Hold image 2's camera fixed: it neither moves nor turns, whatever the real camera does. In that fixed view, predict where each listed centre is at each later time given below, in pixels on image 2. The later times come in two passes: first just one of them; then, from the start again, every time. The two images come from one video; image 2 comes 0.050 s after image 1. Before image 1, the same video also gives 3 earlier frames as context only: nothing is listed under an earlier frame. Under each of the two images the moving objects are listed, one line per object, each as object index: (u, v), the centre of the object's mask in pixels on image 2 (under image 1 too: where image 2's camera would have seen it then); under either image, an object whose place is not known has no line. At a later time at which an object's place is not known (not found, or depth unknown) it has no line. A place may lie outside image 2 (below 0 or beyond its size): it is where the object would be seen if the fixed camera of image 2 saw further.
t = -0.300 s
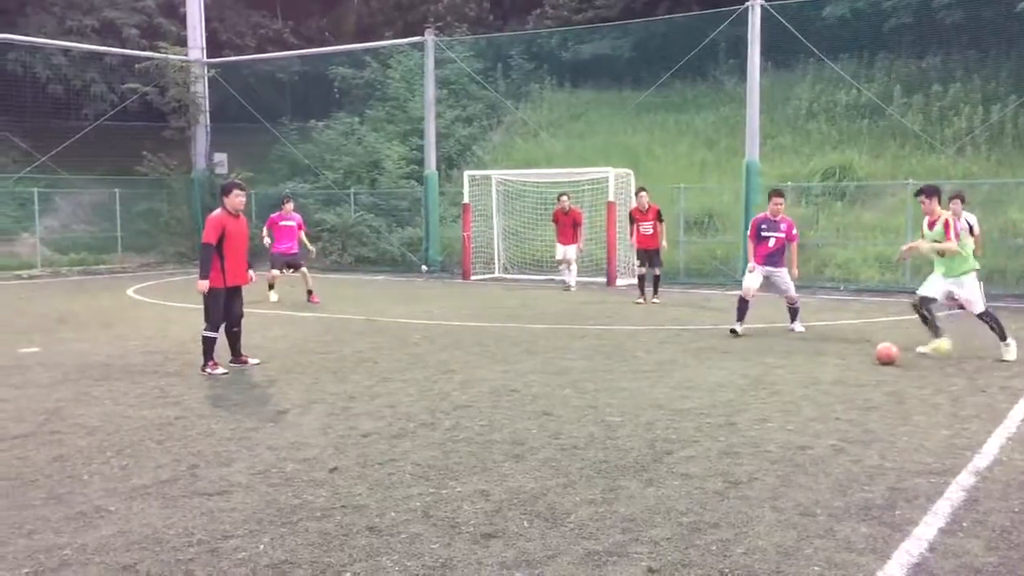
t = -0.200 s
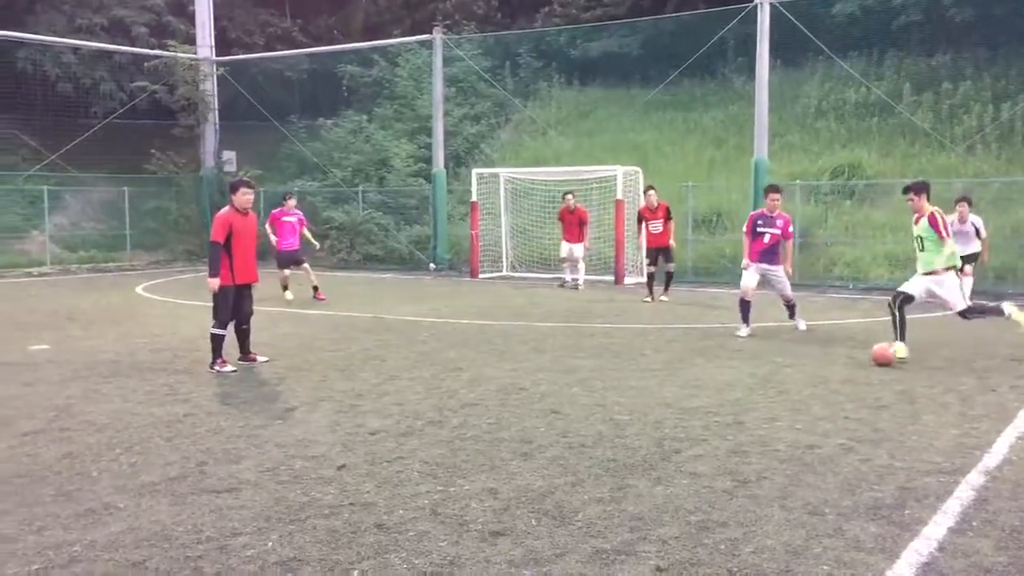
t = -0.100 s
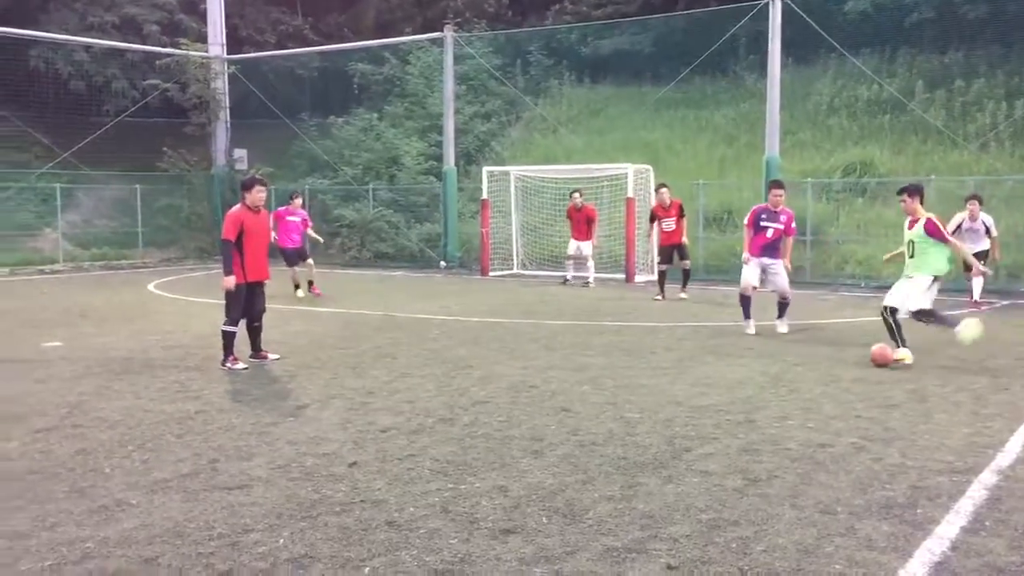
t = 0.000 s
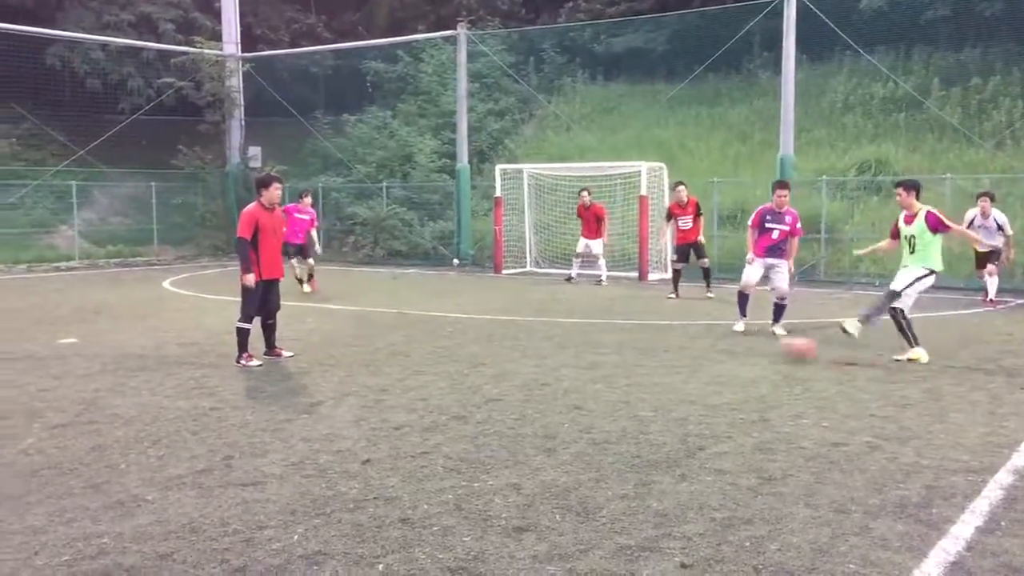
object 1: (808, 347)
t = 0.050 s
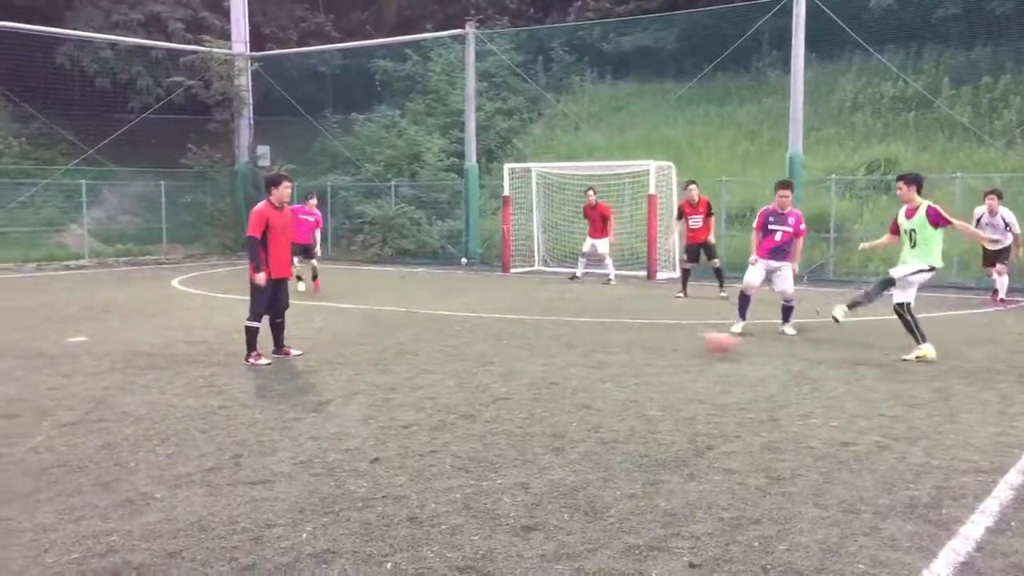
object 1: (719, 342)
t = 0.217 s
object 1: (478, 335)
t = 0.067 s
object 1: (692, 342)
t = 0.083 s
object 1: (665, 343)
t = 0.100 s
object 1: (637, 343)
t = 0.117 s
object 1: (613, 342)
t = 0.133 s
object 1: (591, 341)
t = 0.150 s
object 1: (564, 340)
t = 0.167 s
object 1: (541, 339)
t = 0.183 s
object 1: (520, 338)
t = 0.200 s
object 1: (500, 337)
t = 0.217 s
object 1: (478, 335)
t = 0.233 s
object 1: (459, 335)
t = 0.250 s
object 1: (441, 334)
